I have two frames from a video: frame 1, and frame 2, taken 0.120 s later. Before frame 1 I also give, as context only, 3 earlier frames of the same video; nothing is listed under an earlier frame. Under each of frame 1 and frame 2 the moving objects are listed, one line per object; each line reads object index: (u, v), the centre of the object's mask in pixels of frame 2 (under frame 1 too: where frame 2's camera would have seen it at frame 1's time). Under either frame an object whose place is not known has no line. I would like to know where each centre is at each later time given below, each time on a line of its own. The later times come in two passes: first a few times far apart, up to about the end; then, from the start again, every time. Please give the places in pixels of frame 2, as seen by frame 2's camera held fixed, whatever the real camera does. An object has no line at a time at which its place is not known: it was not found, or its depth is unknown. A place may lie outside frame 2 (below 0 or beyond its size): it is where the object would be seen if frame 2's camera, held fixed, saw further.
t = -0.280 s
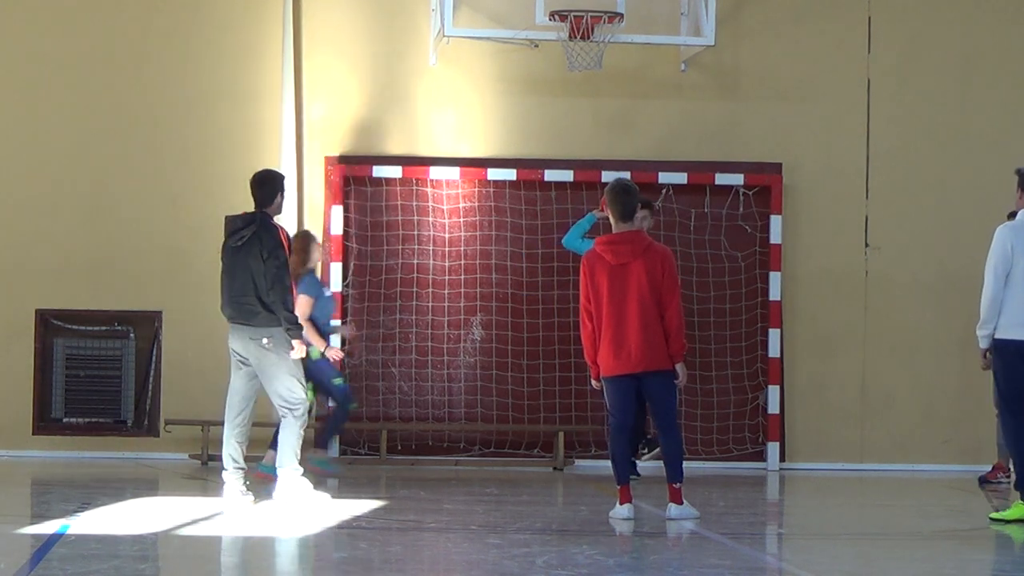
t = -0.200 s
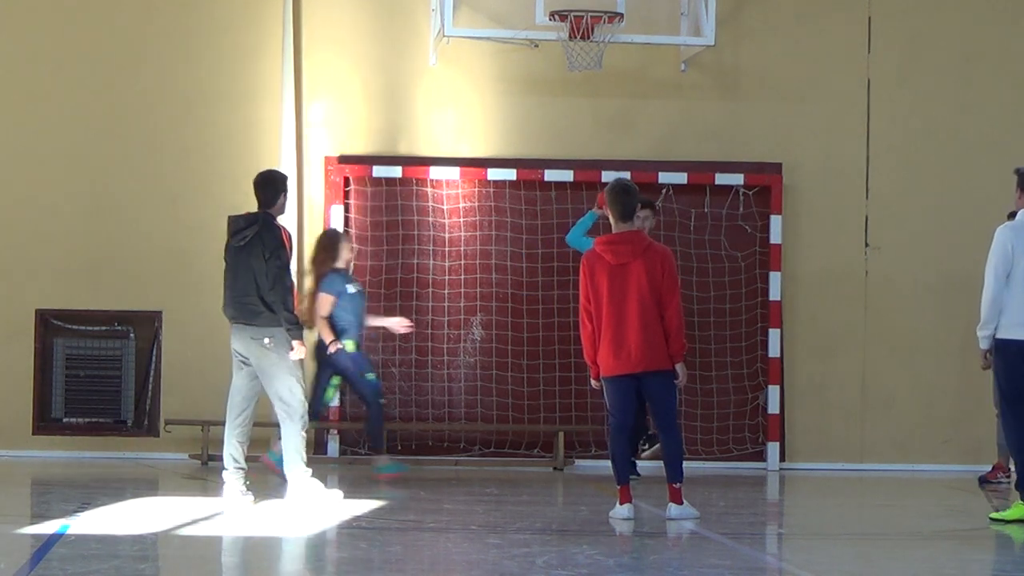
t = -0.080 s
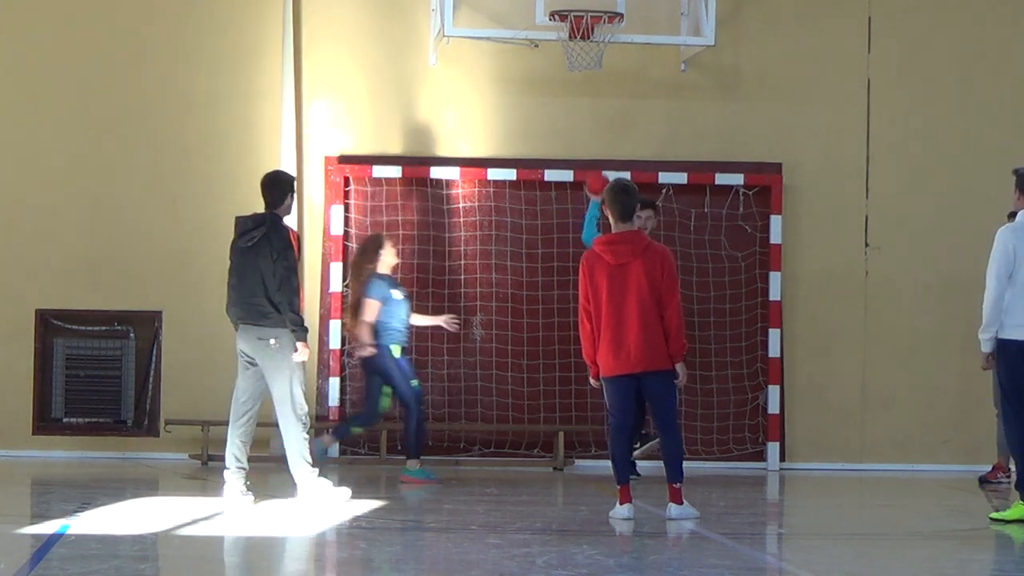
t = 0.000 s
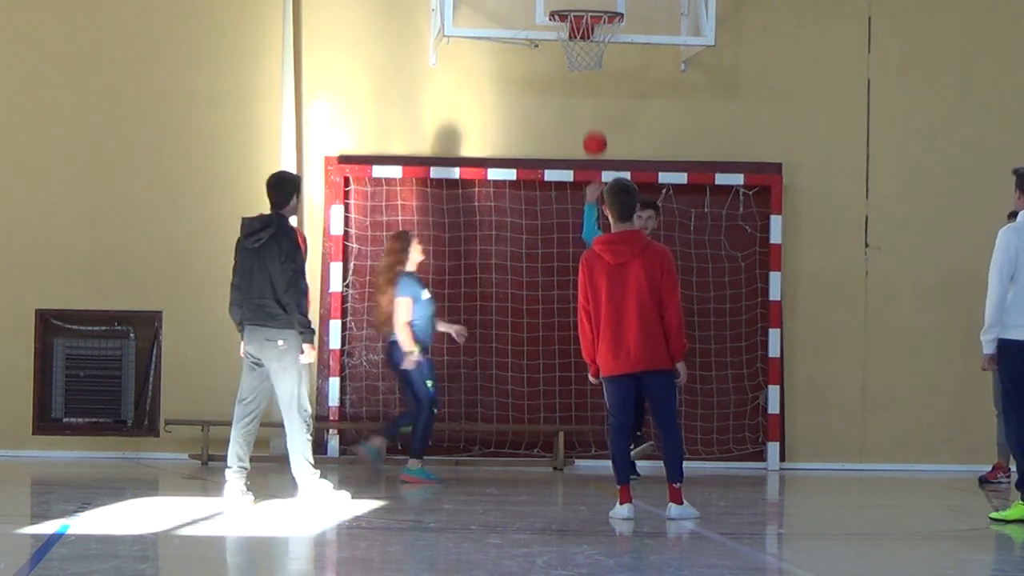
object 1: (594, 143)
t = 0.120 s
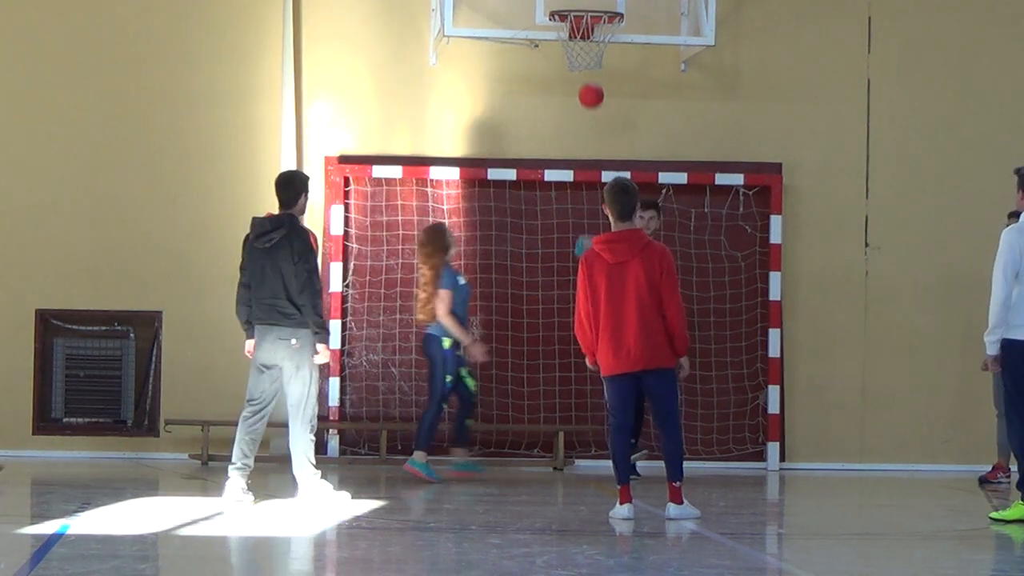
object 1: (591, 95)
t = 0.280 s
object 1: (585, 62)
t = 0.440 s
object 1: (579, 70)
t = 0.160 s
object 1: (589, 83)
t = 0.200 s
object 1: (588, 74)
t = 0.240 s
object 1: (586, 67)
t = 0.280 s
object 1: (585, 62)
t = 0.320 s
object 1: (583, 60)
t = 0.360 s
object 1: (582, 61)
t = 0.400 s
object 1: (581, 64)
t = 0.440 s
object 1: (579, 70)
